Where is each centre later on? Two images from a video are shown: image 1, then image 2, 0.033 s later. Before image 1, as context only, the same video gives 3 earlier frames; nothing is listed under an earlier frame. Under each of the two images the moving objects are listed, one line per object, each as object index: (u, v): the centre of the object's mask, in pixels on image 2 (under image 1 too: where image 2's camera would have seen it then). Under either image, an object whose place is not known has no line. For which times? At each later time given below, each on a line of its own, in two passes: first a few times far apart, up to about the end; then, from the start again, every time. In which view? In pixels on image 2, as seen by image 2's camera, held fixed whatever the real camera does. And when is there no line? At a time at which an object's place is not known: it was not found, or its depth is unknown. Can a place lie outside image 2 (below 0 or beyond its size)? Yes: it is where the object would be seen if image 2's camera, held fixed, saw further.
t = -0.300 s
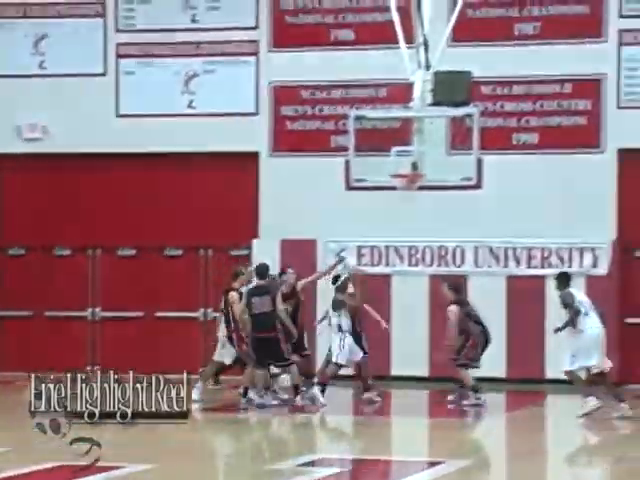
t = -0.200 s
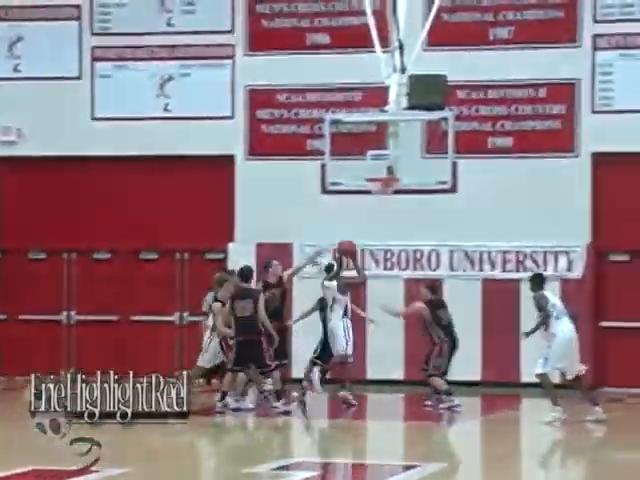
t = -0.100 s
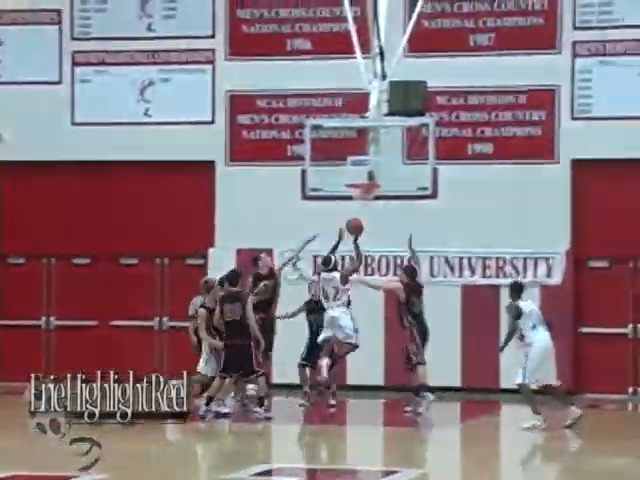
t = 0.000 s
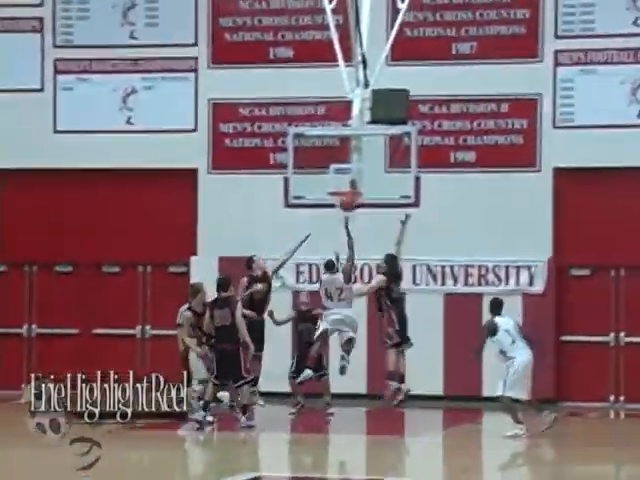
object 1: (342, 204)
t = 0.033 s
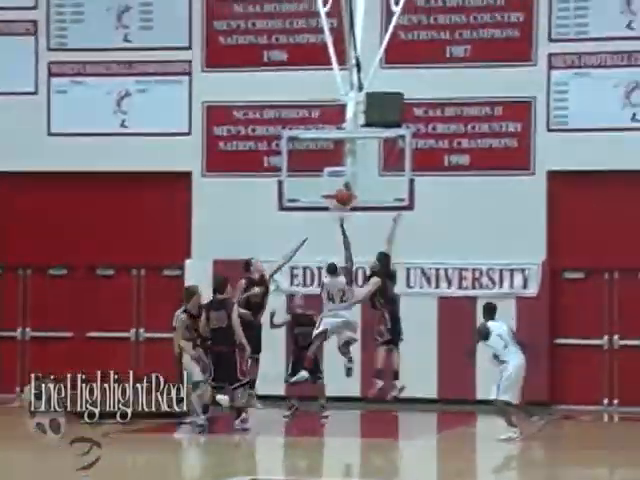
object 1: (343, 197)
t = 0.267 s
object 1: (355, 150)
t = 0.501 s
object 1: (363, 140)
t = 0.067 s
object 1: (345, 187)
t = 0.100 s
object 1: (346, 178)
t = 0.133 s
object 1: (348, 172)
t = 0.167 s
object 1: (350, 164)
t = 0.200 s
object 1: (352, 158)
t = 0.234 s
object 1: (353, 154)
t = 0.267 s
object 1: (355, 150)
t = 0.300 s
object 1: (357, 146)
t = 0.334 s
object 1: (358, 144)
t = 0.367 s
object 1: (359, 141)
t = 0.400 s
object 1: (360, 141)
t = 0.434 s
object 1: (361, 141)
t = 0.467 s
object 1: (362, 140)
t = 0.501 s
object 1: (363, 140)
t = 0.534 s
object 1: (364, 141)
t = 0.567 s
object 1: (365, 142)
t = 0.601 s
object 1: (366, 145)
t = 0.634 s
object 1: (366, 148)
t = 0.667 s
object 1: (367, 152)
